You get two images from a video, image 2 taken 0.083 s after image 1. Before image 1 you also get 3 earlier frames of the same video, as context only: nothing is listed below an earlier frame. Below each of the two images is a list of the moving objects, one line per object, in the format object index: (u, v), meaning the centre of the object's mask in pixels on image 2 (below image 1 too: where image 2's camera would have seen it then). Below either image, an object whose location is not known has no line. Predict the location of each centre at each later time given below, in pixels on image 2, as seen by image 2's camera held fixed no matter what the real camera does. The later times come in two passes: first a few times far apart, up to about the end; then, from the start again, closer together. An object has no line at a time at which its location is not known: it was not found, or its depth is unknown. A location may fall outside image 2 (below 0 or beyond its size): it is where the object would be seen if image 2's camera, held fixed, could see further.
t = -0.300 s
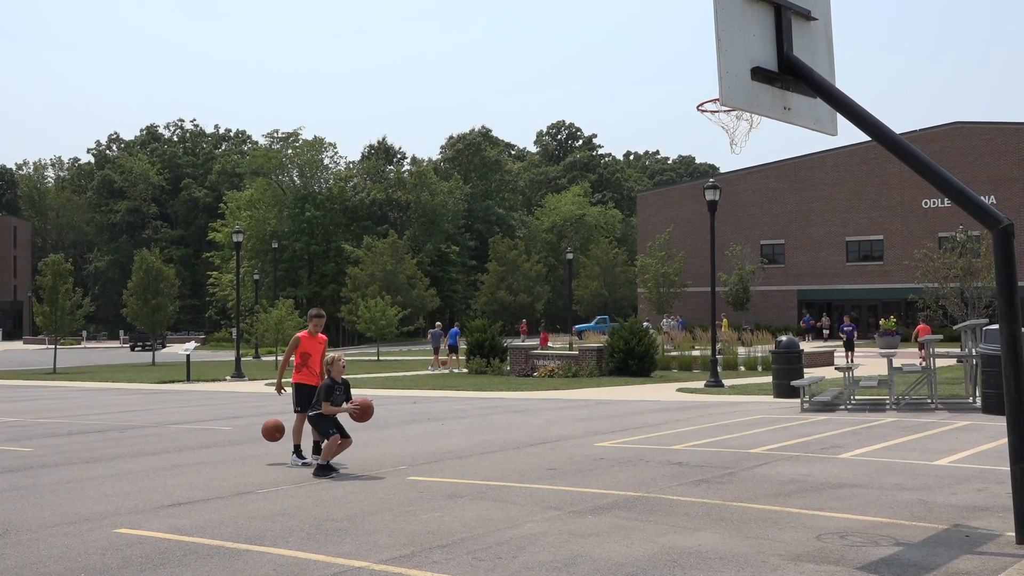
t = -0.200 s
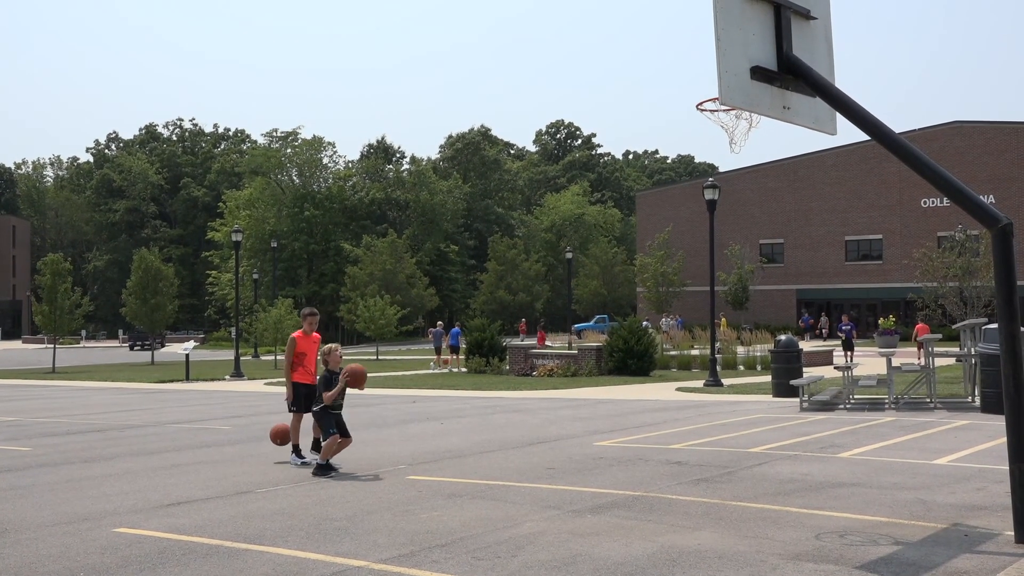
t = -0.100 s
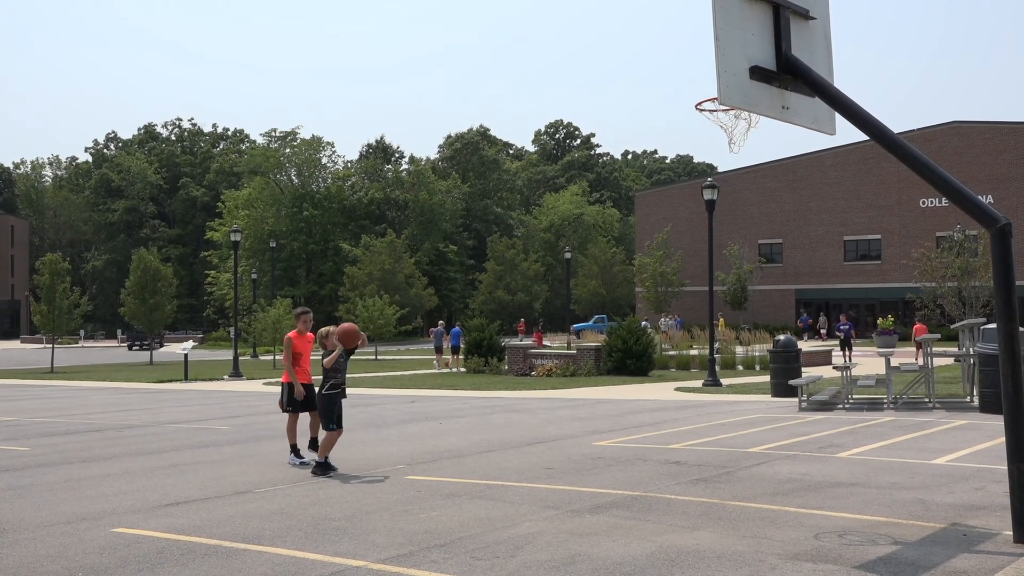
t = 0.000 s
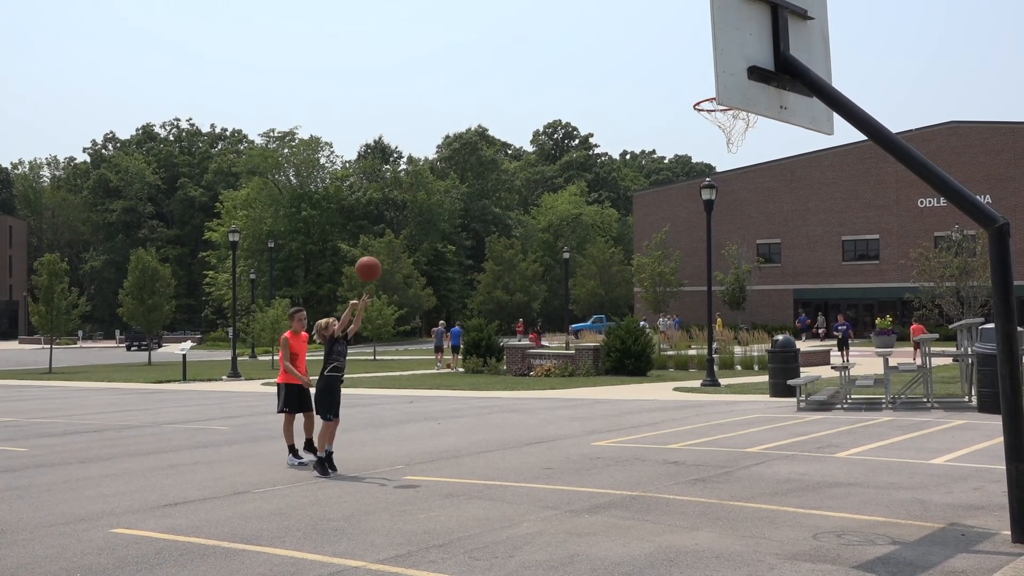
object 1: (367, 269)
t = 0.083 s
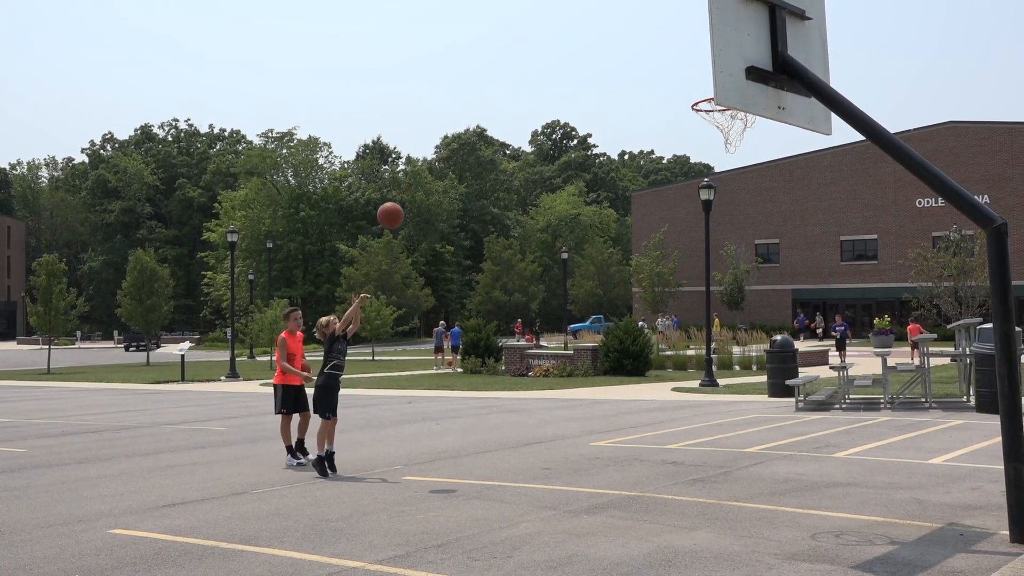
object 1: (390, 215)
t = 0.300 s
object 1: (455, 102)
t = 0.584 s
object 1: (550, 22)
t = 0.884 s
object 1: (665, 39)
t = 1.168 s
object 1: (738, 161)
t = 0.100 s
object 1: (395, 205)
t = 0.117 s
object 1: (400, 195)
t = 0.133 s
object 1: (405, 185)
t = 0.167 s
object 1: (415, 167)
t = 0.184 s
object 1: (420, 158)
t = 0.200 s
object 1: (425, 149)
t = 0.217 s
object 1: (430, 141)
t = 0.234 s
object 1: (435, 132)
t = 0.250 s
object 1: (440, 125)
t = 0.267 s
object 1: (445, 117)
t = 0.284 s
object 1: (450, 109)
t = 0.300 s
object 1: (455, 102)
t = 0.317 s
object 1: (461, 95)
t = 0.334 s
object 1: (466, 89)
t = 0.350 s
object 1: (471, 82)
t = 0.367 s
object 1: (477, 76)
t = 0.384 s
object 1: (482, 70)
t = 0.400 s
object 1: (488, 64)
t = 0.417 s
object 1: (493, 59)
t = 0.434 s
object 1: (499, 54)
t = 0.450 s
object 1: (504, 49)
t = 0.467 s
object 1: (510, 45)
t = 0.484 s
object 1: (515, 41)
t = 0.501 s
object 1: (521, 37)
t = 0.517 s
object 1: (527, 33)
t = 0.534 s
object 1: (532, 30)
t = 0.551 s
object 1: (538, 27)
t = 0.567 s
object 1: (544, 25)
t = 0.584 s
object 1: (550, 22)
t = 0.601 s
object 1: (556, 20)
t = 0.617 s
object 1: (562, 19)
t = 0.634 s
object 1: (568, 17)
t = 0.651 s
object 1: (574, 16)
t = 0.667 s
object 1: (580, 16)
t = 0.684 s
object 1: (587, 15)
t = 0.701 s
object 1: (593, 15)
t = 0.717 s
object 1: (599, 15)
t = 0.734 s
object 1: (605, 16)
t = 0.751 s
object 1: (612, 17)
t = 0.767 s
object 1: (618, 19)
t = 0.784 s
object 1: (625, 21)
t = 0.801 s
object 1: (631, 22)
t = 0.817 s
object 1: (638, 25)
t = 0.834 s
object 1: (645, 28)
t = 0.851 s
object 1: (652, 31)
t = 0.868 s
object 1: (658, 35)
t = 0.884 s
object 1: (665, 39)
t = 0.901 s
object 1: (672, 43)
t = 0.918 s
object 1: (679, 48)
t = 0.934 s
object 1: (687, 53)
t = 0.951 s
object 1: (694, 59)
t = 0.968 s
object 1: (699, 65)
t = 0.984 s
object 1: (703, 72)
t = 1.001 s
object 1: (707, 80)
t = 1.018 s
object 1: (710, 86)
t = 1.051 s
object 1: (729, 112)
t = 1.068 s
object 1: (738, 118)
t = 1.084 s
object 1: (739, 123)
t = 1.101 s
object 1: (741, 129)
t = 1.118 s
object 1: (740, 136)
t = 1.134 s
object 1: (739, 144)
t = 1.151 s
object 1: (739, 152)
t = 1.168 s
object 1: (738, 161)
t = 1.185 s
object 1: (738, 170)
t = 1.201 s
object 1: (738, 180)
